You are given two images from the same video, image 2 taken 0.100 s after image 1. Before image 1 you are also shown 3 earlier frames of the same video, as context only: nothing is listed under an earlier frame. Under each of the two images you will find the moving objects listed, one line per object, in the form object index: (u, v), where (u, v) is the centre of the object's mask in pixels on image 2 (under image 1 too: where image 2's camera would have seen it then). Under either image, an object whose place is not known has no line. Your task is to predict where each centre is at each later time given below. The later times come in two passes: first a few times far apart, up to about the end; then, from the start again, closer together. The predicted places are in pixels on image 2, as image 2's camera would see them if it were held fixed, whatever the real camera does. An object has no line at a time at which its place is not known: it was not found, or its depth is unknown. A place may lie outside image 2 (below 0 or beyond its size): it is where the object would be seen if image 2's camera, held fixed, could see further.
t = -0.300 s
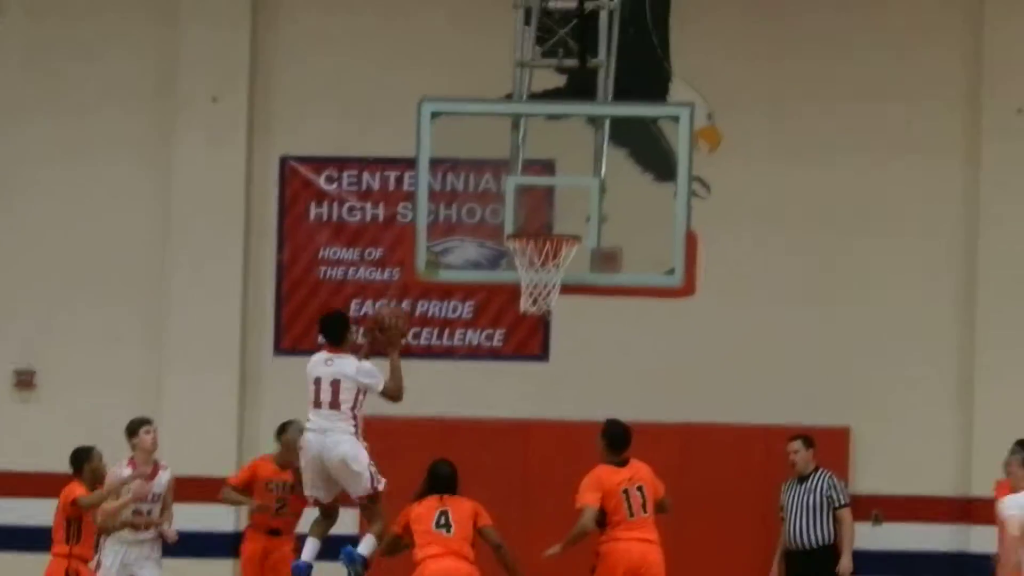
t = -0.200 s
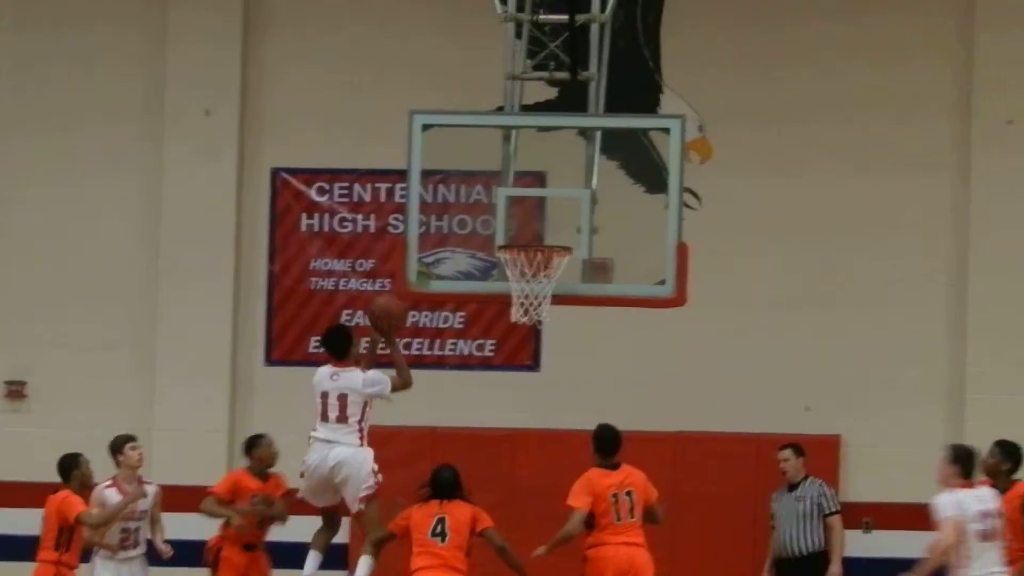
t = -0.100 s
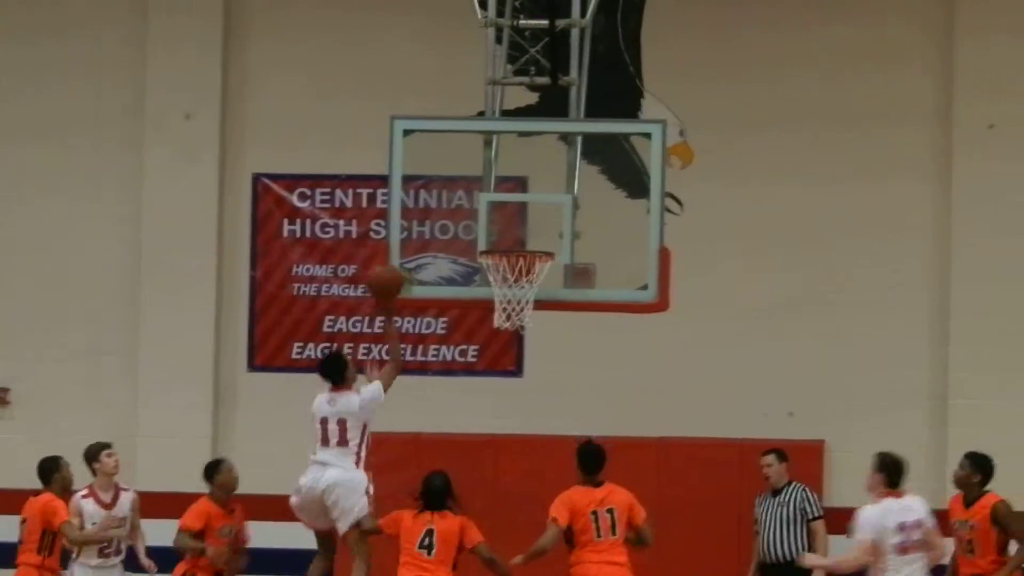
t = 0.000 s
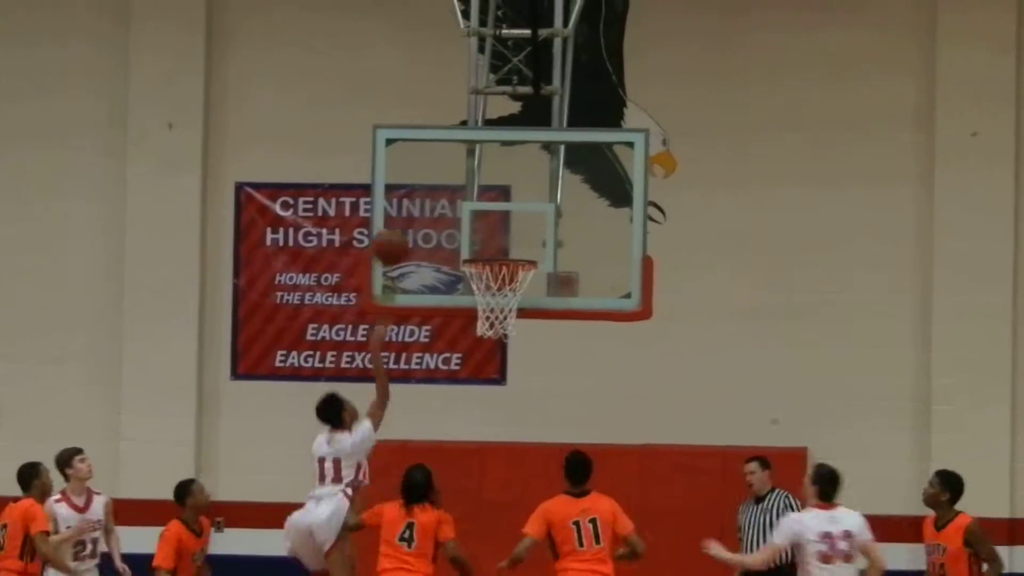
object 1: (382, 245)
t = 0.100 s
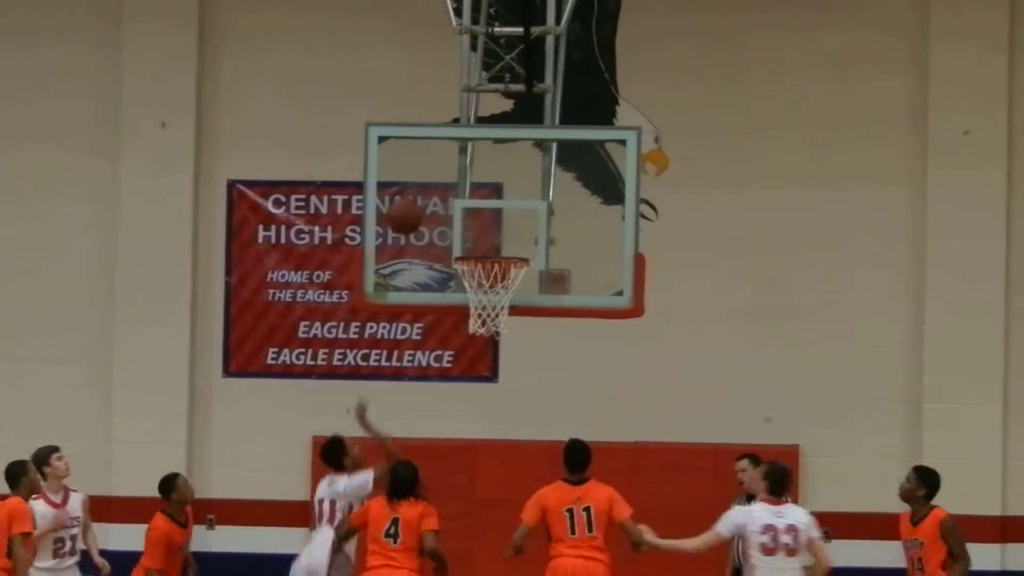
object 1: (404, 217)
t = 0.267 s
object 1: (440, 203)
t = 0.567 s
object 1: (500, 290)
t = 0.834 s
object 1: (514, 351)
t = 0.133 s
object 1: (412, 210)
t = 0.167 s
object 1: (418, 207)
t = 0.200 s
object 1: (427, 203)
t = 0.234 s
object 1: (433, 203)
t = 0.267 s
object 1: (440, 203)
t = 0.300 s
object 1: (446, 206)
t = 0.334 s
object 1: (453, 210)
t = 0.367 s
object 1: (460, 216)
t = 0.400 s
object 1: (466, 225)
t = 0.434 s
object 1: (472, 236)
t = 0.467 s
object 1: (481, 249)
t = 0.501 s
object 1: (488, 261)
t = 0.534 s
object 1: (492, 274)
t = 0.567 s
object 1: (500, 290)
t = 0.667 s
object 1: (506, 315)
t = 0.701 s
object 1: (508, 316)
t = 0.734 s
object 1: (510, 320)
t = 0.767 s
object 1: (512, 326)
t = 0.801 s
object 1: (514, 338)
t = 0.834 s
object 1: (514, 351)
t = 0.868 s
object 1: (516, 365)
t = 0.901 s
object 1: (518, 381)
